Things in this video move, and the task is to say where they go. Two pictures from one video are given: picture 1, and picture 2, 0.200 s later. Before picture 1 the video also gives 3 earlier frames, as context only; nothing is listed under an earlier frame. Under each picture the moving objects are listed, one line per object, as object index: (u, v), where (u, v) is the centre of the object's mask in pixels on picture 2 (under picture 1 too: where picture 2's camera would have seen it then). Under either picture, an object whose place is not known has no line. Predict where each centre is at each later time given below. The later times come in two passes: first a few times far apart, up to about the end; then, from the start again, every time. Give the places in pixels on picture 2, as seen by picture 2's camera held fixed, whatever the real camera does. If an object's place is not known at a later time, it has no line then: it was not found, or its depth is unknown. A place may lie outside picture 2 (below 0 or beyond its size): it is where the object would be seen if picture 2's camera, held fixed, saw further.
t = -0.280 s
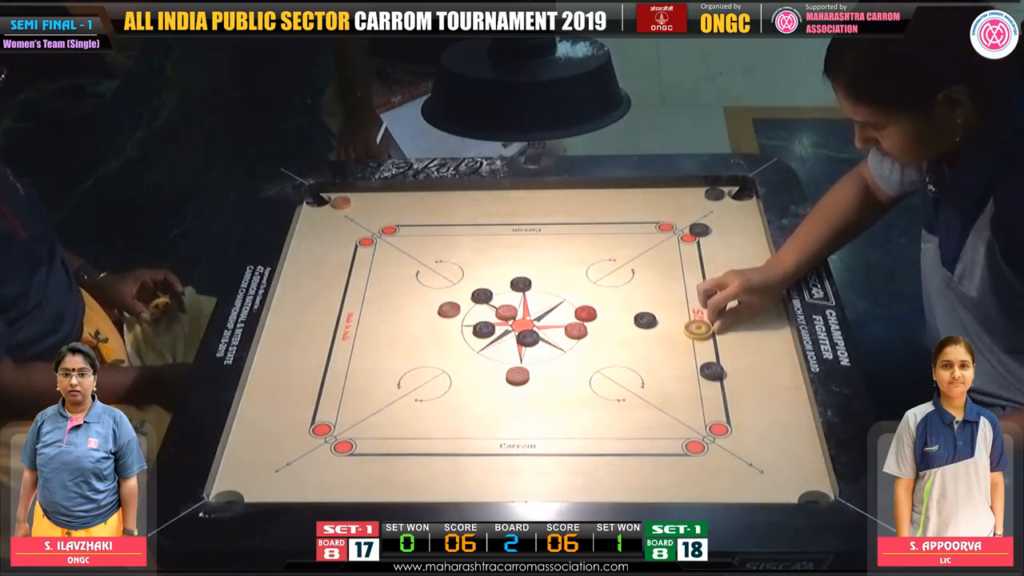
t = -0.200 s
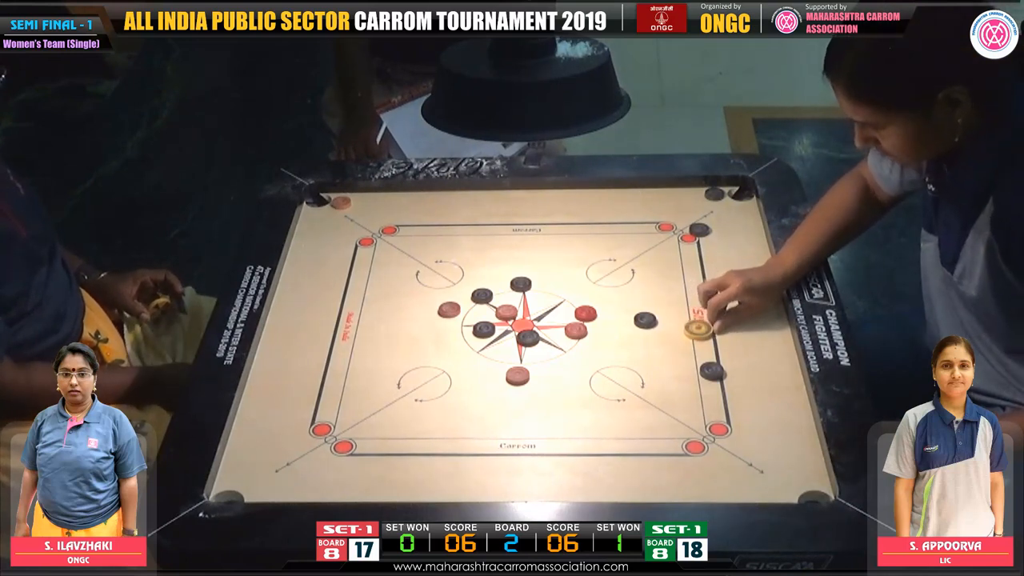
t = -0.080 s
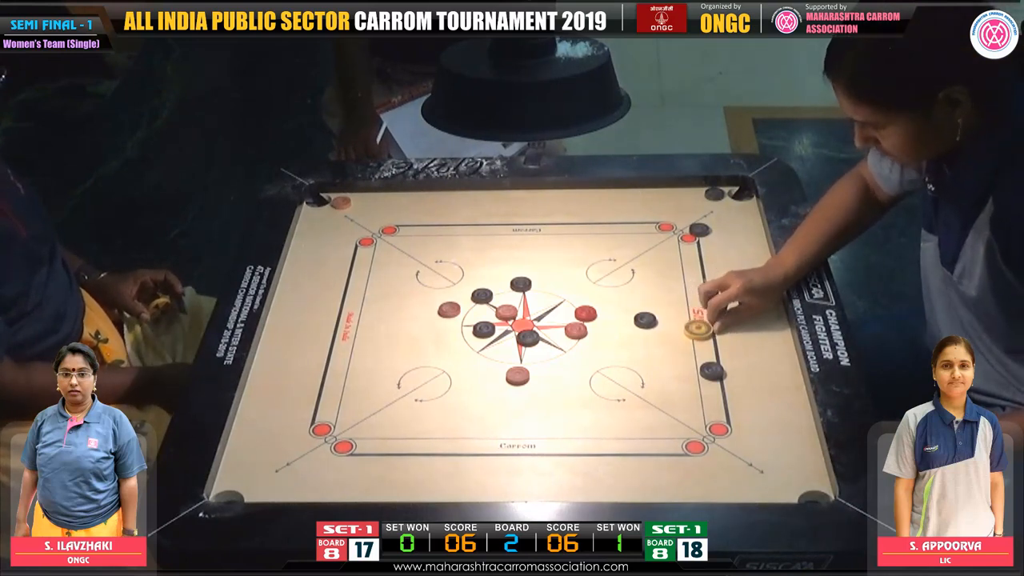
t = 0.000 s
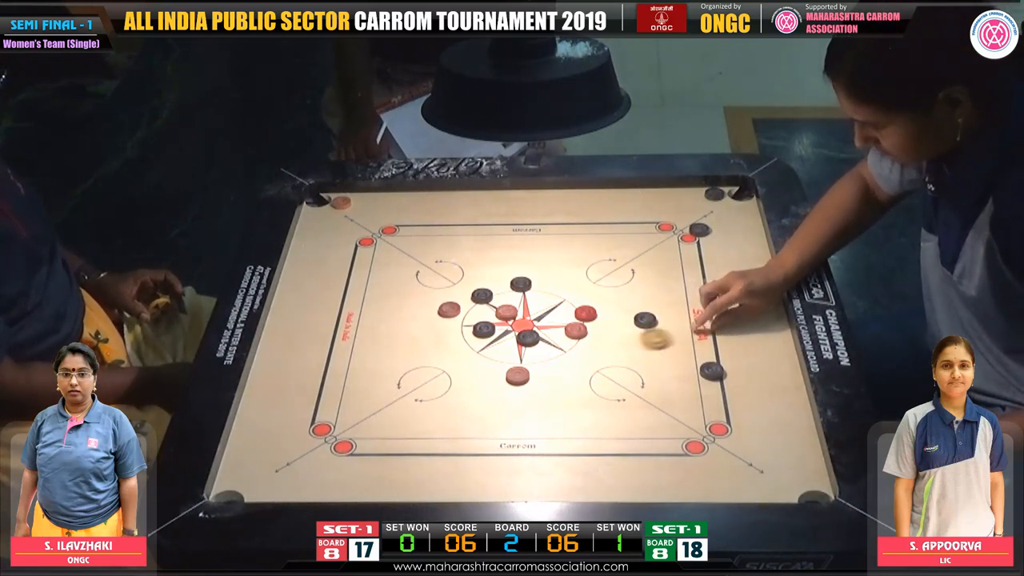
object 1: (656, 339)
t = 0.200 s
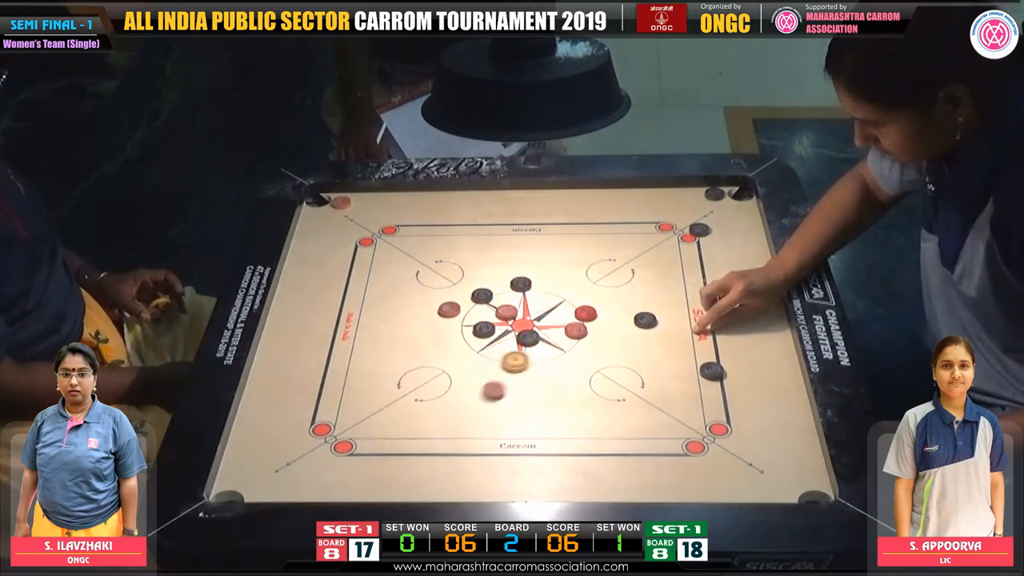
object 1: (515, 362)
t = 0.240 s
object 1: (497, 362)
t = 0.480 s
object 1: (419, 359)
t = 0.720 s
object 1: (390, 357)
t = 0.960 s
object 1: (389, 357)
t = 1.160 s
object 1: (389, 357)
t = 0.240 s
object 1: (497, 362)
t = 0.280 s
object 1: (480, 361)
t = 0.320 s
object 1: (465, 361)
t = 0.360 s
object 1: (452, 360)
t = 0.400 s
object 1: (439, 360)
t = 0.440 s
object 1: (429, 359)
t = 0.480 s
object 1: (419, 359)
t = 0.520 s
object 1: (411, 358)
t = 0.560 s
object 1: (405, 358)
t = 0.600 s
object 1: (399, 357)
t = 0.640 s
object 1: (395, 357)
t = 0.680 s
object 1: (392, 357)
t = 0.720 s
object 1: (390, 357)
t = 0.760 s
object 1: (389, 356)
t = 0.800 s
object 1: (389, 357)
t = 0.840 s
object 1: (389, 357)
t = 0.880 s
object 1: (389, 357)
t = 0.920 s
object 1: (389, 357)
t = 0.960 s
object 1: (389, 357)
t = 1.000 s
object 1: (389, 357)
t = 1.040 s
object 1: (389, 357)
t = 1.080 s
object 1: (389, 357)
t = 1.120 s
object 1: (389, 357)
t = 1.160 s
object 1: (389, 357)
